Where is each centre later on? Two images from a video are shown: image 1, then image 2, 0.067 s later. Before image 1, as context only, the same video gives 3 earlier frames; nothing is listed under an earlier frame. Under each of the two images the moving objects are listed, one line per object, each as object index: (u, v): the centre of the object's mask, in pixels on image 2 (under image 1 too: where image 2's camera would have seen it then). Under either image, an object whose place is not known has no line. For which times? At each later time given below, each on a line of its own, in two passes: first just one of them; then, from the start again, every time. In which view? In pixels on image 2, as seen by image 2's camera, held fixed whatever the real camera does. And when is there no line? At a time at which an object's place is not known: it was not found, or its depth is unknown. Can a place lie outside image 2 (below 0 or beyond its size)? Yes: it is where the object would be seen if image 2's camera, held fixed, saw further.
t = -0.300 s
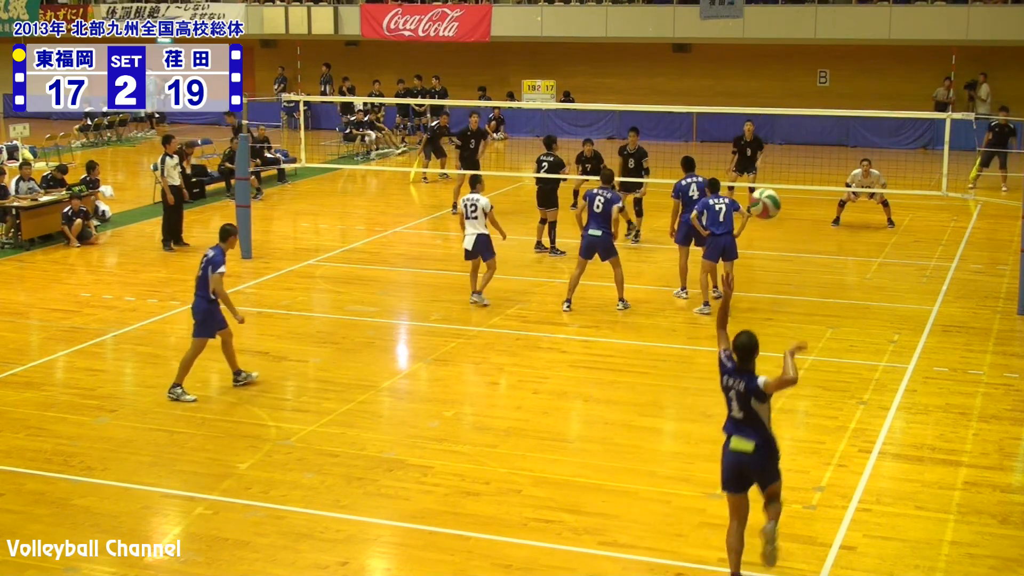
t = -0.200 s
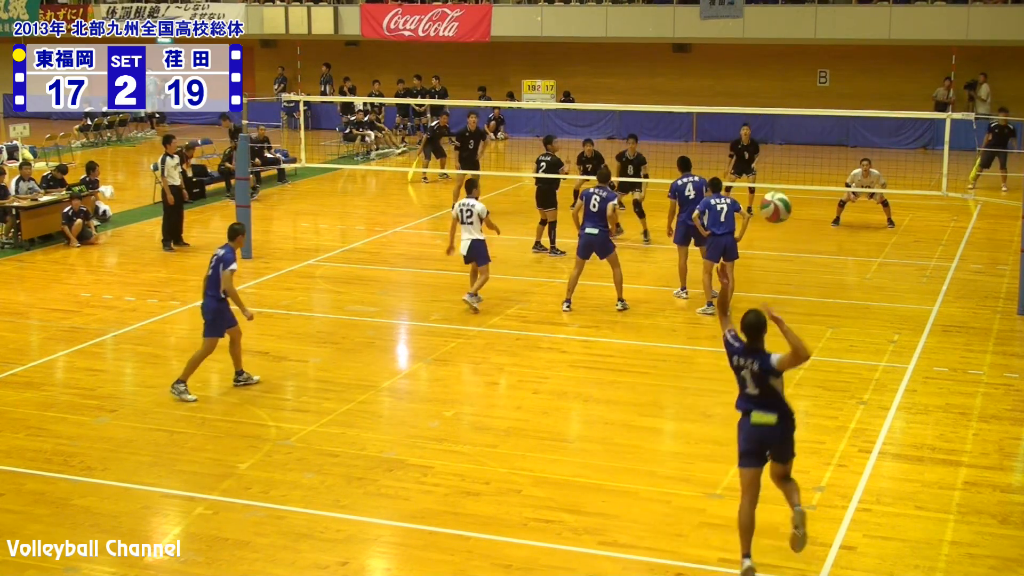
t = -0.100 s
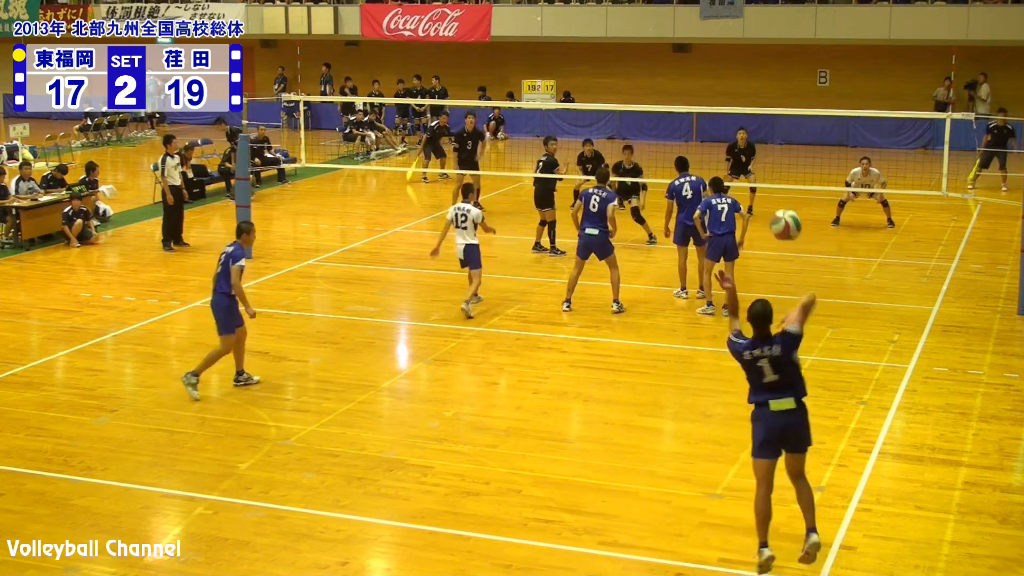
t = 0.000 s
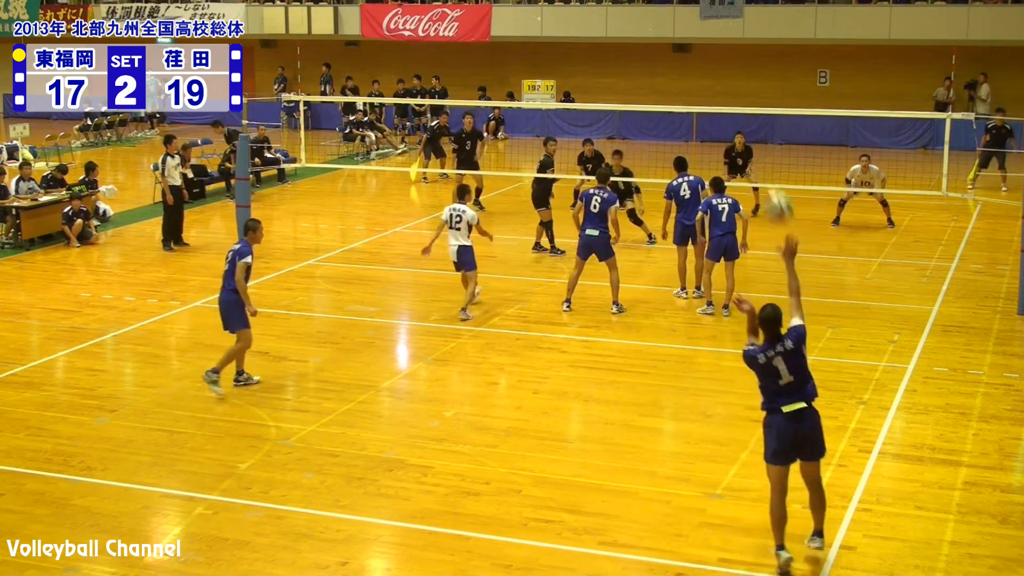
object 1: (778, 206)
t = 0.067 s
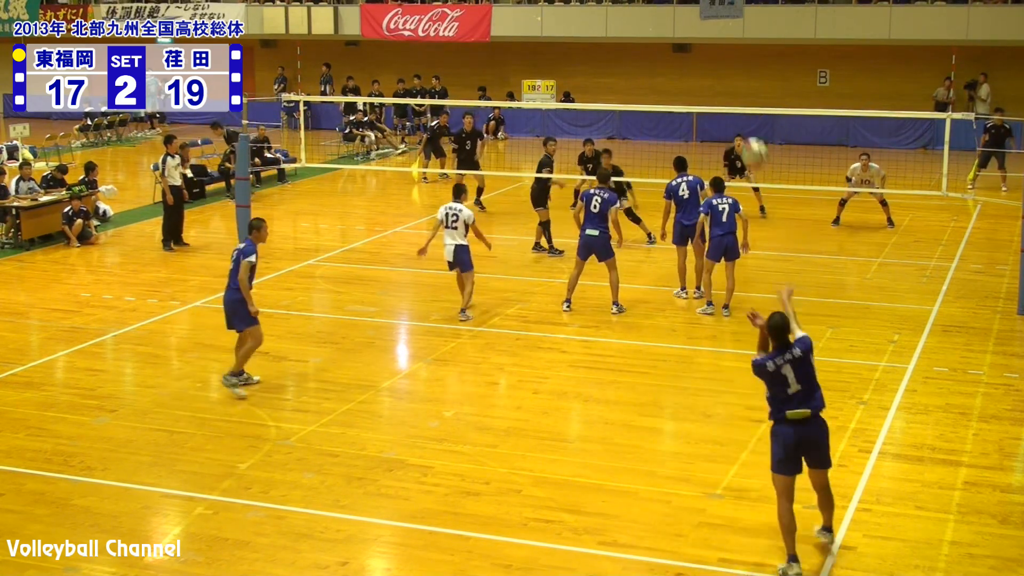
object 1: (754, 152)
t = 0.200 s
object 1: (717, 79)
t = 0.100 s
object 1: (744, 130)
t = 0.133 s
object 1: (735, 113)
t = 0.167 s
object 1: (726, 95)
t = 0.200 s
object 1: (717, 79)
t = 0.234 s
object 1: (709, 68)
